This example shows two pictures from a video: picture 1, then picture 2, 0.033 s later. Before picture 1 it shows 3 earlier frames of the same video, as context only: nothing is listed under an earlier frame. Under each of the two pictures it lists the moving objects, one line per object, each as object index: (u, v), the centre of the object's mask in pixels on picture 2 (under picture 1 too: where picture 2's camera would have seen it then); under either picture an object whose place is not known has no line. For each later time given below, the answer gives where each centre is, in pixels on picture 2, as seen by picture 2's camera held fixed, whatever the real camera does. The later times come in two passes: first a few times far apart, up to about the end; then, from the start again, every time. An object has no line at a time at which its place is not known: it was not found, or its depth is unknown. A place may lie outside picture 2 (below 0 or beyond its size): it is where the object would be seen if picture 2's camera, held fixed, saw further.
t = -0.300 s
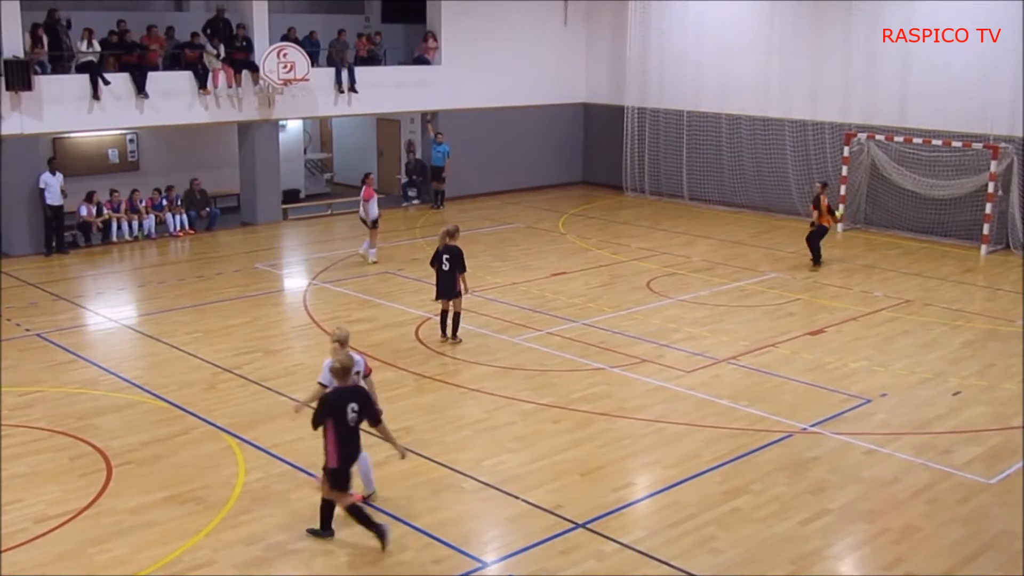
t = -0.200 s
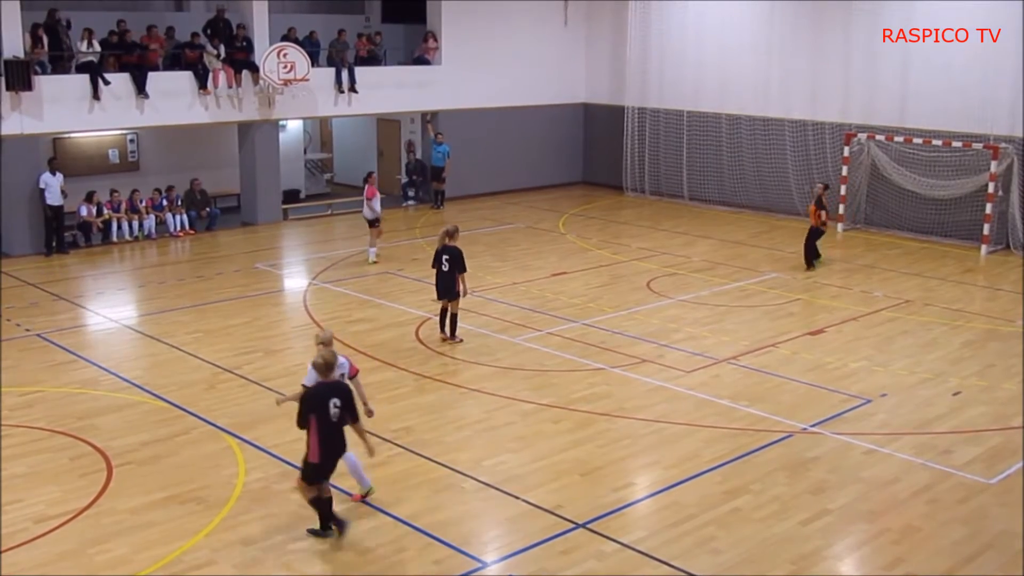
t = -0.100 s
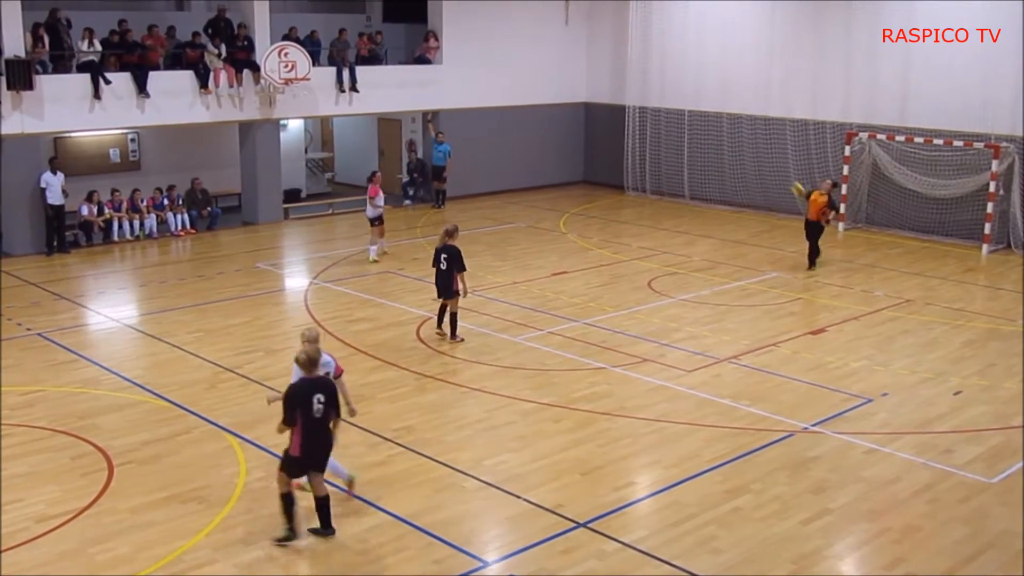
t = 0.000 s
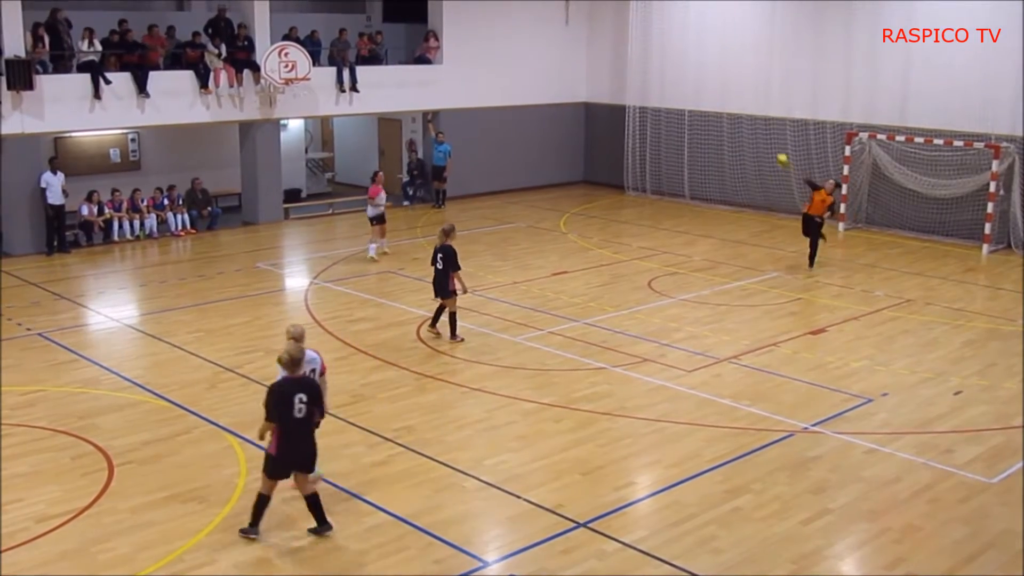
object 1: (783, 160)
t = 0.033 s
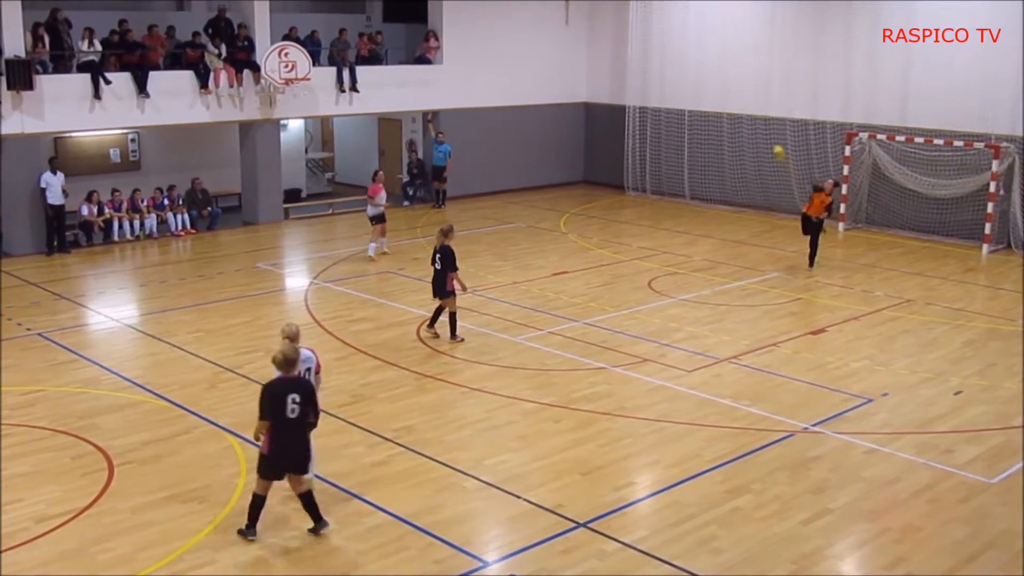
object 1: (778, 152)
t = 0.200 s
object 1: (760, 116)
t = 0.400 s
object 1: (725, 90)
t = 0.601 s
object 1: (670, 90)
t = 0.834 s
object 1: (570, 144)
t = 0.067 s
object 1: (776, 145)
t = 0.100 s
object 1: (772, 138)
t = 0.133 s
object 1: (769, 130)
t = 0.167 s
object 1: (765, 123)
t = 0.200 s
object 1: (760, 116)
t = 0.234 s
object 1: (755, 111)
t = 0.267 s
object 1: (750, 106)
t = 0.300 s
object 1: (744, 101)
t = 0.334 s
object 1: (738, 97)
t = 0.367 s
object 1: (732, 93)
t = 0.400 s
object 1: (725, 90)
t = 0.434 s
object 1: (717, 88)
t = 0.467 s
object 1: (708, 87)
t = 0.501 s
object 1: (700, 86)
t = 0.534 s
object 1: (691, 86)
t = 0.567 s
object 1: (680, 88)
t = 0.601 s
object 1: (670, 90)
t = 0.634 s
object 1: (658, 93)
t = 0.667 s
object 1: (646, 99)
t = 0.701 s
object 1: (632, 105)
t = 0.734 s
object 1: (617, 113)
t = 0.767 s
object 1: (603, 121)
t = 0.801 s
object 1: (588, 129)
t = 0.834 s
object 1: (570, 144)
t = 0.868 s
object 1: (552, 159)
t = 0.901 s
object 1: (530, 177)
